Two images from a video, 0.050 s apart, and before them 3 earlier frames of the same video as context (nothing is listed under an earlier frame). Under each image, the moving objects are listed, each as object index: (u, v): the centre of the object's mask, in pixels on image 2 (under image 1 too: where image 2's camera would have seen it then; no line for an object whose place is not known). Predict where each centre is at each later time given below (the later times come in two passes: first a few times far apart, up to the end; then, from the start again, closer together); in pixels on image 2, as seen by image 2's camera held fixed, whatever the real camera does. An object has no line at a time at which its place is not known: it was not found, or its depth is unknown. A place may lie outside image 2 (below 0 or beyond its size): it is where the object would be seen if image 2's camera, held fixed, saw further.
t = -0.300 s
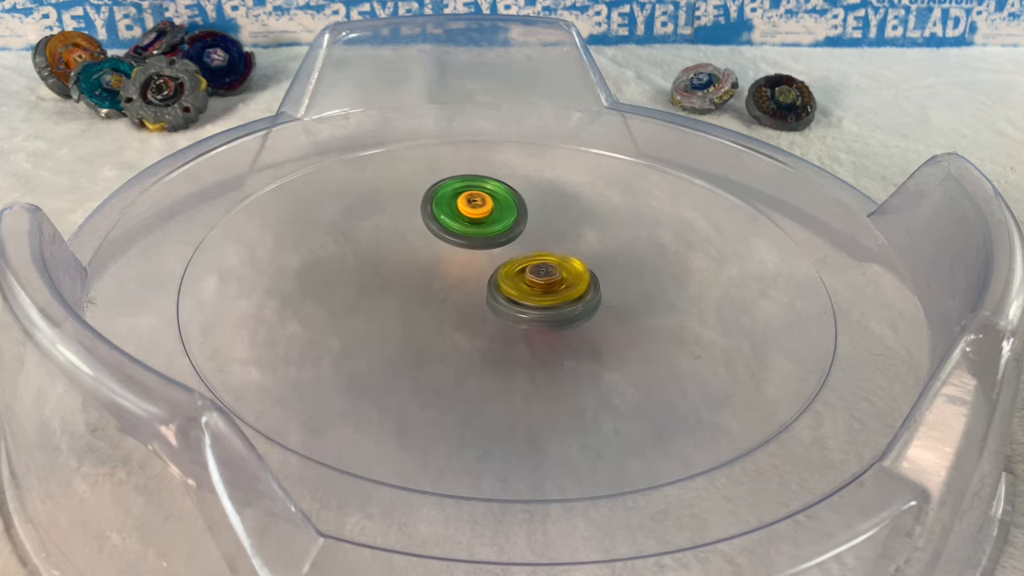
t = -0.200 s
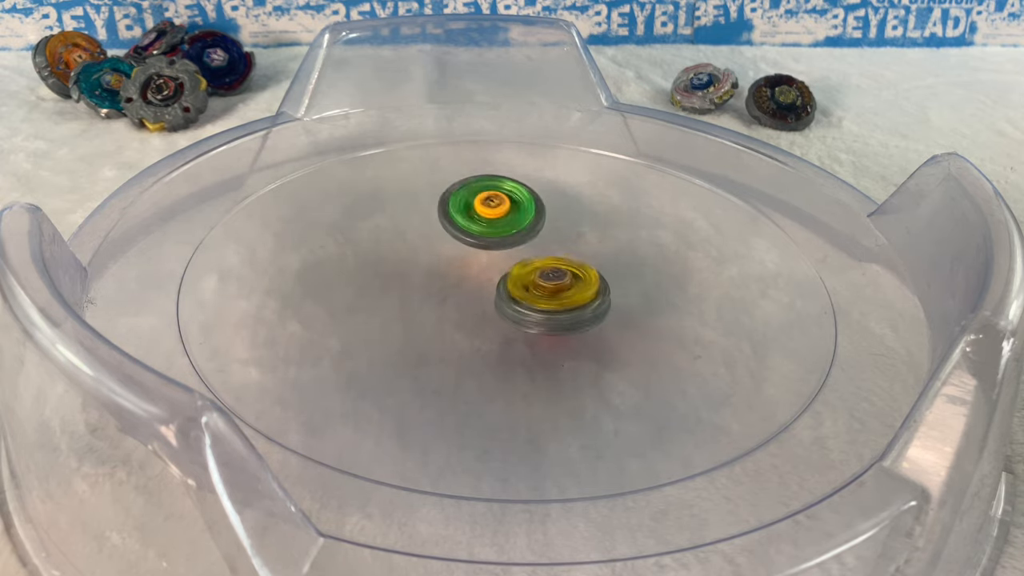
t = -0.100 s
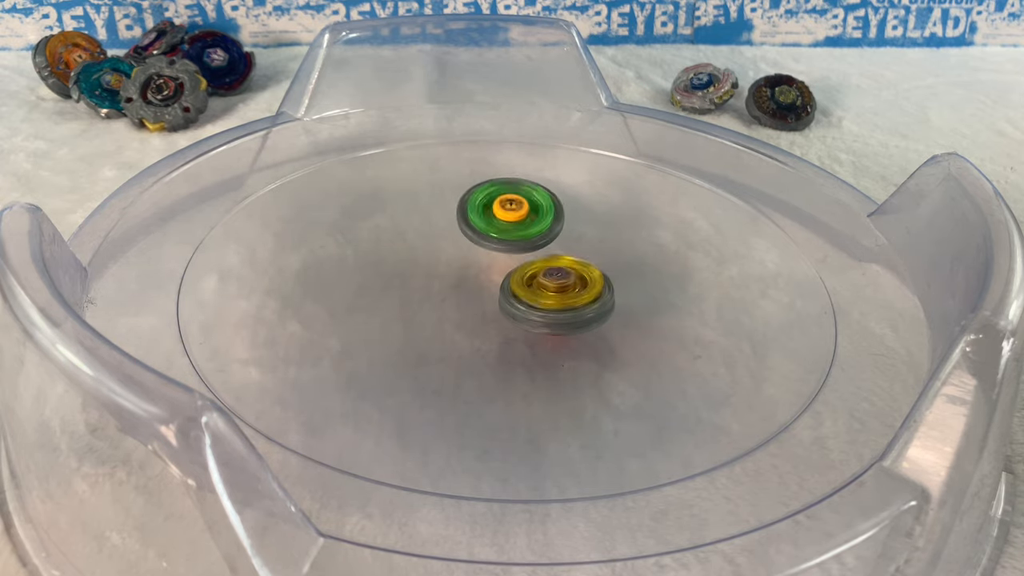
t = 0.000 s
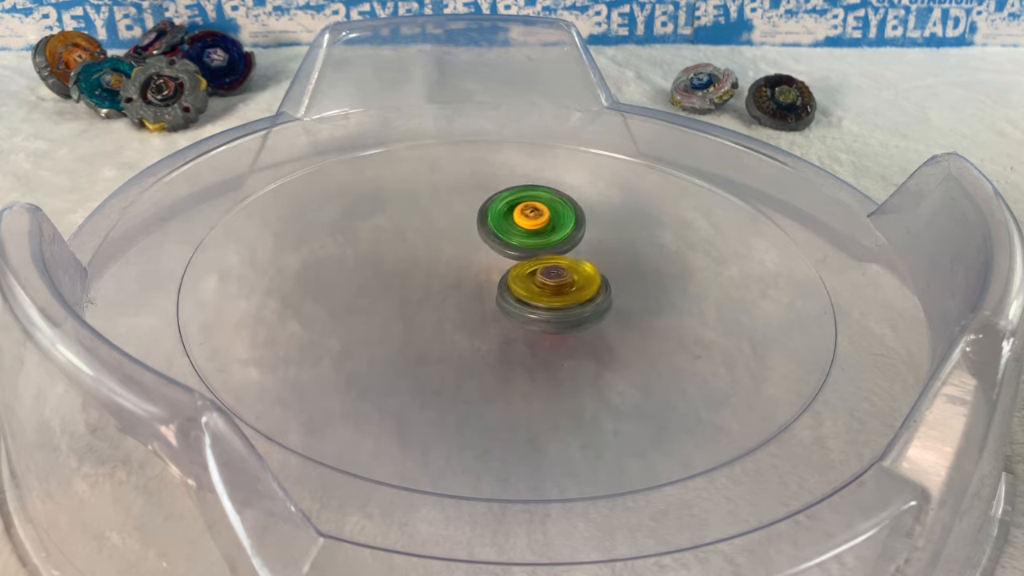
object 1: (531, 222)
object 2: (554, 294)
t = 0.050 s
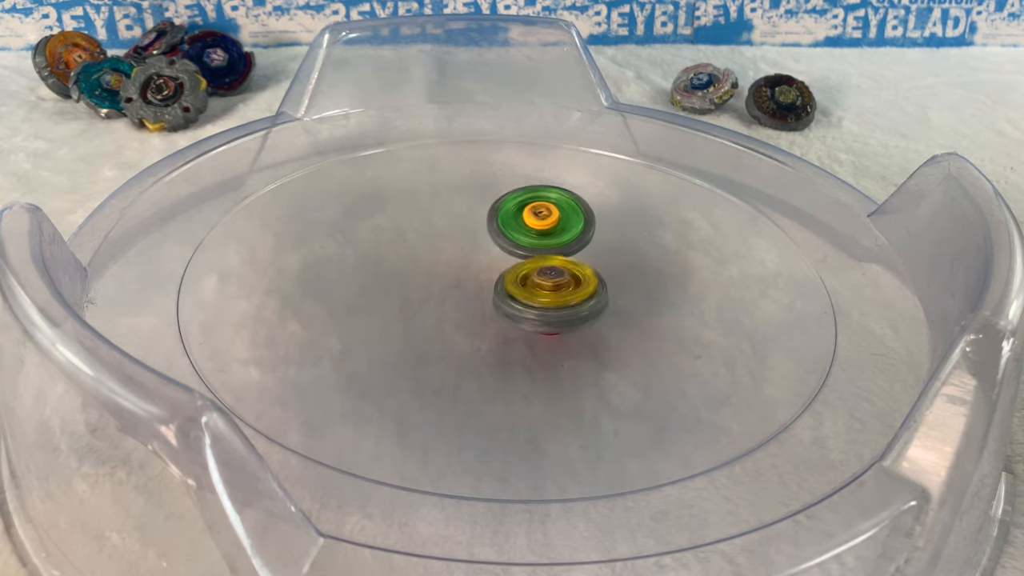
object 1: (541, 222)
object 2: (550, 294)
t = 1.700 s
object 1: (522, 324)
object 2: (500, 261)
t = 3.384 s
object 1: (496, 226)
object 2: (491, 302)
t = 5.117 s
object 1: (537, 321)
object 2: (511, 259)
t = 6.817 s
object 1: (459, 220)
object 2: (516, 304)
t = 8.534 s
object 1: (568, 323)
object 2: (494, 272)
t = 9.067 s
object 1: (462, 322)
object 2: (499, 263)
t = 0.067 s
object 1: (544, 222)
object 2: (549, 295)
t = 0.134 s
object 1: (558, 223)
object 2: (542, 297)
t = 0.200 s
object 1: (570, 225)
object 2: (533, 297)
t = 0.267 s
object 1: (580, 227)
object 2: (523, 299)
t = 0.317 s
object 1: (586, 228)
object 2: (515, 301)
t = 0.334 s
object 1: (588, 228)
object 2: (512, 302)
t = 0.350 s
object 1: (590, 229)
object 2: (510, 302)
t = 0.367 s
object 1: (591, 230)
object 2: (508, 303)
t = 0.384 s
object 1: (593, 231)
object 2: (505, 303)
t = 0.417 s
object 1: (595, 232)
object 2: (501, 304)
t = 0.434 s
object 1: (597, 233)
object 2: (500, 305)
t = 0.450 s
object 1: (598, 234)
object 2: (498, 305)
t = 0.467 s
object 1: (599, 235)
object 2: (496, 306)
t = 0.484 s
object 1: (600, 237)
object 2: (495, 306)
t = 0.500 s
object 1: (601, 238)
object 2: (493, 307)
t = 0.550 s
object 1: (604, 242)
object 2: (491, 309)
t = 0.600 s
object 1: (606, 248)
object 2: (490, 310)
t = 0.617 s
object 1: (607, 249)
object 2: (490, 310)
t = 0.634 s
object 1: (608, 251)
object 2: (491, 310)
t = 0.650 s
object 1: (608, 254)
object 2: (491, 310)
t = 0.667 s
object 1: (608, 256)
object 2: (492, 310)
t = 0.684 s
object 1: (608, 257)
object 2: (492, 309)
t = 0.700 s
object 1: (608, 260)
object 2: (492, 309)
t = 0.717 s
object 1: (608, 262)
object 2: (493, 309)
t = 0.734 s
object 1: (608, 264)
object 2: (493, 307)
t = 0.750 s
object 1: (608, 266)
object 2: (494, 307)
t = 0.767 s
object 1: (608, 268)
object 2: (493, 306)
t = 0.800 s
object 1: (608, 273)
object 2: (493, 303)
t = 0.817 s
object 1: (608, 275)
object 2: (492, 302)
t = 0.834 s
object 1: (608, 278)
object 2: (492, 301)
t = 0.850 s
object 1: (610, 280)
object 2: (490, 300)
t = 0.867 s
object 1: (612, 282)
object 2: (489, 299)
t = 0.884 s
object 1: (613, 284)
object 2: (487, 297)
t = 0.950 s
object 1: (616, 293)
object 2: (481, 292)
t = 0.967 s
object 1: (616, 295)
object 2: (478, 290)
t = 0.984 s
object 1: (617, 297)
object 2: (477, 289)
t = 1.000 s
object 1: (617, 299)
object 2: (475, 288)
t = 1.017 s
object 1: (617, 301)
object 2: (474, 287)
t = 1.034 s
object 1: (617, 303)
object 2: (472, 285)
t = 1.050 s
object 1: (617, 304)
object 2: (470, 285)
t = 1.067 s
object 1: (616, 306)
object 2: (469, 283)
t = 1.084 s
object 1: (616, 308)
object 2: (468, 283)
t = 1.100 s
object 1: (616, 309)
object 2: (467, 282)
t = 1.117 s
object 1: (616, 310)
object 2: (466, 281)
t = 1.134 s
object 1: (615, 311)
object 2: (465, 280)
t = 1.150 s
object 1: (615, 312)
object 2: (463, 279)
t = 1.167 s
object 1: (614, 313)
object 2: (463, 278)
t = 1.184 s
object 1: (614, 314)
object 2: (462, 278)
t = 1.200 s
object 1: (613, 315)
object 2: (460, 278)
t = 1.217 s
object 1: (612, 316)
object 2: (460, 277)
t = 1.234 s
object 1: (611, 317)
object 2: (459, 277)
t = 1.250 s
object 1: (610, 318)
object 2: (459, 277)
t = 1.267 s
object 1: (608, 318)
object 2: (459, 277)
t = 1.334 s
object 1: (602, 320)
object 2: (460, 276)
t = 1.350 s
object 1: (600, 321)
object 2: (461, 277)
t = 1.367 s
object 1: (598, 321)
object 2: (461, 277)
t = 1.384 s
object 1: (596, 322)
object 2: (463, 277)
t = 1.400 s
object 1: (593, 322)
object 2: (464, 276)
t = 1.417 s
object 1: (590, 323)
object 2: (466, 276)
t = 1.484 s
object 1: (577, 324)
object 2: (473, 275)
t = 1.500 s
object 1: (573, 324)
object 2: (475, 275)
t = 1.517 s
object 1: (571, 325)
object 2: (477, 275)
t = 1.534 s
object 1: (566, 325)
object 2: (479, 273)
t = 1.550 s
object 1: (562, 325)
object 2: (481, 273)
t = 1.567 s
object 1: (558, 325)
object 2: (483, 272)
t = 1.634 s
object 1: (540, 324)
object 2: (491, 267)
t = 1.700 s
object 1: (522, 324)
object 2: (500, 261)
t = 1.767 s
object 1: (502, 324)
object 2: (508, 258)
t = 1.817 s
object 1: (486, 323)
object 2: (511, 256)
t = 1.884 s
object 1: (471, 321)
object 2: (512, 254)
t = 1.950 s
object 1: (455, 319)
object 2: (513, 253)
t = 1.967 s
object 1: (451, 318)
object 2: (513, 253)
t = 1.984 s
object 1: (448, 318)
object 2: (513, 253)
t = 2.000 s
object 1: (444, 317)
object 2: (513, 252)
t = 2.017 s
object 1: (442, 316)
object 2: (513, 253)
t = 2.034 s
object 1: (439, 316)
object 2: (514, 254)
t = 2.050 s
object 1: (437, 315)
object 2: (514, 254)
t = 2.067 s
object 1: (434, 315)
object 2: (514, 255)
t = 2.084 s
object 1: (432, 313)
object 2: (514, 255)
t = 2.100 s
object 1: (430, 313)
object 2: (515, 256)
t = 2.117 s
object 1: (429, 311)
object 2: (516, 258)
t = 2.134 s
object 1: (427, 310)
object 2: (516, 259)
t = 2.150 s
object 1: (425, 309)
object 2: (518, 259)
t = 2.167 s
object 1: (422, 307)
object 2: (519, 260)
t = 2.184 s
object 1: (422, 306)
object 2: (520, 262)
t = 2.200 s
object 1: (421, 305)
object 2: (522, 263)
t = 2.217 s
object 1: (419, 304)
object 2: (524, 264)
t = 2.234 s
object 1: (418, 303)
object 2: (526, 265)
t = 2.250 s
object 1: (417, 301)
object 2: (528, 266)
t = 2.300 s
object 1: (415, 297)
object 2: (533, 270)
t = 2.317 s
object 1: (414, 296)
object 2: (535, 270)
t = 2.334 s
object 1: (413, 295)
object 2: (536, 271)
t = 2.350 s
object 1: (413, 293)
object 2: (538, 273)
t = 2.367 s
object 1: (412, 291)
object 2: (540, 274)
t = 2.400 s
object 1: (412, 289)
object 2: (543, 276)
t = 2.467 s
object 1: (411, 282)
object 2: (548, 279)
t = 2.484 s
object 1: (411, 281)
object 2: (550, 279)
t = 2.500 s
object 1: (410, 279)
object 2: (551, 279)
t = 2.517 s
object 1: (410, 277)
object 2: (551, 280)
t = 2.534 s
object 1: (411, 276)
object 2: (552, 281)
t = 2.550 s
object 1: (411, 274)
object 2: (553, 281)
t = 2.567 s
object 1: (411, 273)
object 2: (554, 282)
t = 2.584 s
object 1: (411, 271)
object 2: (554, 282)
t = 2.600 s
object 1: (412, 270)
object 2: (554, 283)
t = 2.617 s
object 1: (413, 268)
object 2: (555, 284)
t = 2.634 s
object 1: (413, 267)
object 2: (556, 284)
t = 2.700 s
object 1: (417, 260)
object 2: (556, 287)
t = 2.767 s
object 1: (422, 254)
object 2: (558, 291)
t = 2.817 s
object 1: (425, 250)
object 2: (559, 293)
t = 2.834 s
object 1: (426, 248)
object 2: (559, 293)
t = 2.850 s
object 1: (427, 247)
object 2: (559, 294)
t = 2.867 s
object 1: (429, 246)
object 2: (559, 294)
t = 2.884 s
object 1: (431, 245)
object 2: (559, 294)
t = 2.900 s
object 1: (433, 244)
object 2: (558, 294)
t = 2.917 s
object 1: (435, 243)
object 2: (558, 294)
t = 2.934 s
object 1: (437, 242)
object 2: (557, 294)
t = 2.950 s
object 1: (438, 241)
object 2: (556, 294)
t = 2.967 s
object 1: (440, 239)
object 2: (554, 294)
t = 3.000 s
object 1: (444, 237)
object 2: (552, 294)
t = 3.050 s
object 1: (451, 235)
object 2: (546, 295)
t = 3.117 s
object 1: (460, 232)
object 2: (537, 295)
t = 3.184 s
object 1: (470, 229)
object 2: (524, 297)
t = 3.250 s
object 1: (479, 227)
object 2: (513, 298)
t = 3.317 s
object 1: (487, 226)
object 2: (500, 300)
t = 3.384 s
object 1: (496, 226)
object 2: (491, 302)
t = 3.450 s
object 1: (504, 226)
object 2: (484, 304)
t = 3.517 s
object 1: (513, 227)
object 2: (481, 306)
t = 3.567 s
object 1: (521, 229)
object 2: (480, 306)
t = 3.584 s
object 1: (523, 229)
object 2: (480, 306)
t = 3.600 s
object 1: (526, 230)
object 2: (480, 307)
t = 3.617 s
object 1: (528, 231)
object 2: (480, 306)
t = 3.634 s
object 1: (530, 231)
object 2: (481, 306)
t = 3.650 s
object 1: (532, 232)
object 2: (481, 306)
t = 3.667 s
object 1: (535, 233)
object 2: (481, 305)
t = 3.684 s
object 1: (537, 234)
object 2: (481, 305)
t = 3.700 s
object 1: (539, 235)
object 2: (482, 305)
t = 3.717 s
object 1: (541, 235)
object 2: (482, 304)
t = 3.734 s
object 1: (543, 236)
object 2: (483, 303)
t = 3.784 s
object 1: (550, 239)
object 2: (485, 301)
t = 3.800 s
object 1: (552, 240)
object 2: (486, 299)
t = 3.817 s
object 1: (555, 241)
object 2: (486, 298)
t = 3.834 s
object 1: (559, 241)
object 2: (485, 297)
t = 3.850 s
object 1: (562, 242)
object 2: (484, 296)
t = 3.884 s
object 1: (567, 244)
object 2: (482, 294)
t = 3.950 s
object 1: (576, 248)
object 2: (482, 289)
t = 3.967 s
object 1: (578, 249)
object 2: (481, 288)
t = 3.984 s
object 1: (580, 250)
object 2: (480, 287)
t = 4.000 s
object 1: (581, 251)
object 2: (480, 286)
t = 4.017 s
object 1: (583, 252)
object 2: (480, 285)
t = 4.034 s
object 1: (585, 252)
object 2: (480, 284)
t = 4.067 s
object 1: (588, 254)
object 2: (478, 281)
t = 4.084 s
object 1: (590, 255)
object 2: (478, 281)
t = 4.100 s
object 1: (592, 256)
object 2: (477, 279)
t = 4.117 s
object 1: (593, 257)
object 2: (477, 278)
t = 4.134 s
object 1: (594, 258)
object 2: (476, 278)
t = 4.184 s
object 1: (597, 262)
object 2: (475, 276)
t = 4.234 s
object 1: (600, 266)
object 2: (475, 274)
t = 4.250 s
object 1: (602, 269)
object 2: (475, 274)
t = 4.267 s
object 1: (604, 271)
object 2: (475, 273)
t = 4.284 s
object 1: (605, 273)
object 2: (475, 273)
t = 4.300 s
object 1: (606, 274)
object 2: (475, 273)
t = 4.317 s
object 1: (608, 275)
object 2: (475, 273)
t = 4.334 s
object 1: (608, 276)
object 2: (476, 272)
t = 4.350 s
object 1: (609, 277)
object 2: (476, 272)
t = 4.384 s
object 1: (610, 279)
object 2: (477, 272)
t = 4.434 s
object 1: (610, 281)
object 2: (480, 271)
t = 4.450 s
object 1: (610, 282)
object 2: (481, 271)
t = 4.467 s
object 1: (610, 283)
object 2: (482, 271)
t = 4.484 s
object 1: (610, 283)
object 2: (484, 270)
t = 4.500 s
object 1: (609, 284)
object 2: (485, 270)
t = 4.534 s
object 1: (608, 286)
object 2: (488, 270)
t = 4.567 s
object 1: (607, 288)
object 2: (491, 268)
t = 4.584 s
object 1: (606, 288)
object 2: (493, 269)
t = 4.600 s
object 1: (605, 289)
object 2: (494, 269)
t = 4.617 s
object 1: (604, 290)
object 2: (495, 268)
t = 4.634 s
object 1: (602, 291)
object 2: (496, 267)
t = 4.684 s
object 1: (600, 295)
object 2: (499, 265)
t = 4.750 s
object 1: (594, 299)
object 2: (502, 263)
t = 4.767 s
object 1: (593, 301)
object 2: (502, 263)
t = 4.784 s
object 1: (591, 303)
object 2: (503, 262)
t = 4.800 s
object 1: (589, 304)
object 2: (503, 261)
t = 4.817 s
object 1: (586, 305)
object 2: (504, 261)
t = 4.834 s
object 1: (584, 306)
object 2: (504, 260)
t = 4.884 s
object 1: (577, 309)
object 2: (506, 259)
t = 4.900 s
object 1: (574, 310)
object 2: (506, 259)
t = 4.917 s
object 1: (571, 311)
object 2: (505, 258)
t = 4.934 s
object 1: (569, 312)
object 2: (505, 258)
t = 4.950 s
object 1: (567, 313)
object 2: (504, 259)
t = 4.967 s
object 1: (564, 313)
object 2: (505, 259)
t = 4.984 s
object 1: (561, 314)
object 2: (505, 259)
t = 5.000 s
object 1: (559, 314)
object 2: (506, 259)
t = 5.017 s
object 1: (555, 314)
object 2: (507, 258)
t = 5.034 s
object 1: (553, 315)
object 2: (507, 258)
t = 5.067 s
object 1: (547, 316)
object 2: (509, 259)
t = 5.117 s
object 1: (537, 321)
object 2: (511, 259)
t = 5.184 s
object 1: (524, 324)
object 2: (514, 260)
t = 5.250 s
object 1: (512, 325)
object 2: (516, 261)
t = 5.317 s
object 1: (501, 325)
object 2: (520, 264)
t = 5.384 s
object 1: (491, 325)
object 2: (524, 266)
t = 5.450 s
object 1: (481, 323)
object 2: (530, 270)
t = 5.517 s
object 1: (467, 322)
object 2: (535, 272)
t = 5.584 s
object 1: (456, 319)
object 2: (538, 274)
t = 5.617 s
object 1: (450, 317)
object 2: (540, 276)
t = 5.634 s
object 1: (449, 316)
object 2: (540, 276)
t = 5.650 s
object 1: (446, 316)
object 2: (540, 276)
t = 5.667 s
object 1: (444, 315)
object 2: (541, 277)
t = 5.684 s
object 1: (443, 313)
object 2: (541, 277)
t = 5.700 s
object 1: (441, 313)
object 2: (542, 276)
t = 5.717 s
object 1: (439, 311)
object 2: (543, 278)
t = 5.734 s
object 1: (438, 310)
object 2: (543, 278)
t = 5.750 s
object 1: (437, 309)
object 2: (544, 278)
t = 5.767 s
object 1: (436, 307)
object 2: (545, 278)
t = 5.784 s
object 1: (434, 306)
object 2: (544, 279)
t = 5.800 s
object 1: (434, 305)
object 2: (545, 278)
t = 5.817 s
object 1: (432, 303)
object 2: (545, 279)
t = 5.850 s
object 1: (430, 299)
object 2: (544, 279)
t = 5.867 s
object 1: (430, 298)
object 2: (543, 280)
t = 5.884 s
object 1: (429, 296)
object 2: (542, 280)
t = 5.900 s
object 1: (428, 295)
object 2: (541, 281)
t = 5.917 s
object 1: (427, 292)
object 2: (540, 282)
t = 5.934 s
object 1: (426, 290)
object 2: (540, 283)
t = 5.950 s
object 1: (426, 288)
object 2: (541, 283)
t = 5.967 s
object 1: (425, 286)
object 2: (541, 285)
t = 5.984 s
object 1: (423, 284)
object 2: (542, 286)
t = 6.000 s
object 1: (421, 282)
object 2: (543, 286)
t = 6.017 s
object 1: (419, 280)
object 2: (544, 287)
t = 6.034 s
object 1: (418, 277)
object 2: (545, 288)
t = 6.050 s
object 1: (417, 275)
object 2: (547, 287)
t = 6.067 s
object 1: (416, 273)
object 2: (547, 288)
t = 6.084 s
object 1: (416, 271)
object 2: (548, 289)
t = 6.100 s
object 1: (415, 269)
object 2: (549, 287)
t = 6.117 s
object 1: (414, 267)
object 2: (550, 288)
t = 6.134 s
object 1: (414, 265)
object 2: (550, 288)
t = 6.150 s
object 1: (413, 263)
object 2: (550, 287)
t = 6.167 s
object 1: (413, 261)
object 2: (549, 287)
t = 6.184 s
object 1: (413, 260)
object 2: (548, 287)
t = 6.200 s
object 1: (413, 258)
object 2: (548, 286)
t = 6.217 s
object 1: (413, 256)
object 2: (547, 286)
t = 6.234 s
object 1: (413, 254)
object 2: (545, 286)
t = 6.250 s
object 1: (413, 253)
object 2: (544, 285)
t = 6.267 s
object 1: (414, 251)
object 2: (542, 286)
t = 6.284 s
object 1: (414, 250)
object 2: (540, 286)
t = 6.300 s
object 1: (415, 249)
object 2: (539, 286)
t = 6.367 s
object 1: (418, 243)
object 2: (531, 286)
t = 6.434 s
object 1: (423, 240)
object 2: (522, 288)
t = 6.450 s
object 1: (425, 239)
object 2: (520, 289)
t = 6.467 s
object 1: (427, 238)
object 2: (518, 289)
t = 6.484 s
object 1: (428, 236)
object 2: (517, 291)
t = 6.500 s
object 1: (427, 234)
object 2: (516, 292)
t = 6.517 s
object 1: (427, 232)
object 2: (514, 294)
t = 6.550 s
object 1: (430, 229)
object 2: (513, 295)
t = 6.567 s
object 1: (432, 227)
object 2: (513, 297)
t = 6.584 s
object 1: (433, 226)
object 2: (512, 298)
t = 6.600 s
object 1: (435, 225)
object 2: (512, 299)
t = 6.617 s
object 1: (436, 224)
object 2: (512, 300)
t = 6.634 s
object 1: (438, 223)
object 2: (512, 300)
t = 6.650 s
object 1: (440, 222)
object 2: (512, 302)
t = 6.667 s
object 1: (441, 222)
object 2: (512, 302)
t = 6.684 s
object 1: (442, 222)
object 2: (513, 303)
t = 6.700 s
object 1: (444, 221)
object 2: (513, 303)
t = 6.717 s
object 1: (445, 221)
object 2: (514, 304)
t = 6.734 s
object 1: (447, 221)
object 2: (514, 304)
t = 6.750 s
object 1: (449, 220)
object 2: (515, 304)
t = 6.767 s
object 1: (451, 220)
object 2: (515, 304)
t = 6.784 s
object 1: (453, 220)
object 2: (515, 304)
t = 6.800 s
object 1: (456, 220)
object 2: (515, 304)
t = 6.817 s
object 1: (459, 220)
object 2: (516, 304)
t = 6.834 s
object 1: (461, 220)
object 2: (516, 304)
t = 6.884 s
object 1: (471, 221)
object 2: (516, 302)
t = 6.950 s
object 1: (485, 222)
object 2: (513, 298)
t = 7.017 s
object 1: (501, 223)
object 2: (507, 296)
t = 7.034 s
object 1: (505, 223)
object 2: (507, 295)
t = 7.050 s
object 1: (509, 222)
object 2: (504, 294)
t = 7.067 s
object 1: (514, 222)
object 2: (503, 295)
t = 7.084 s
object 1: (518, 222)
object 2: (501, 294)
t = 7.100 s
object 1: (522, 222)
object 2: (499, 294)
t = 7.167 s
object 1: (539, 222)
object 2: (492, 293)
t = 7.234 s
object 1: (554, 223)
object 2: (487, 293)
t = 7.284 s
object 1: (563, 224)
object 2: (485, 294)
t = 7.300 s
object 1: (566, 225)
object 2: (485, 293)
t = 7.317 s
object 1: (569, 226)
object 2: (484, 294)
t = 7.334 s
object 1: (571, 226)
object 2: (483, 293)
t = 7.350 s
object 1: (574, 226)
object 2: (484, 293)
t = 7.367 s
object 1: (576, 227)
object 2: (484, 293)
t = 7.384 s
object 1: (578, 228)
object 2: (484, 293)
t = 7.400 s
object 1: (581, 229)
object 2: (484, 293)
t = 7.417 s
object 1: (582, 230)
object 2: (485, 292)
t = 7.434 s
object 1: (584, 230)
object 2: (485, 292)
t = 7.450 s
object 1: (586, 231)
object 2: (485, 290)
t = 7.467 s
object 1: (587, 232)
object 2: (486, 291)
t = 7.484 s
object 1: (588, 234)
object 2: (487, 290)
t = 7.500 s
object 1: (589, 235)
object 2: (488, 290)
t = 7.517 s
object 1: (591, 236)
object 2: (488, 289)
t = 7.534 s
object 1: (592, 237)
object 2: (489, 288)
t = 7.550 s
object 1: (593, 238)
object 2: (490, 288)
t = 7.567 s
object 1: (594, 240)
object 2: (490, 287)
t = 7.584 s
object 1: (595, 242)
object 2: (491, 287)
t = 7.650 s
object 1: (599, 249)
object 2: (493, 283)
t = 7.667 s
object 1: (600, 251)
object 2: (494, 283)
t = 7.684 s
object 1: (602, 253)
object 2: (495, 282)
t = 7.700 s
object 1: (604, 255)
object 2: (495, 282)
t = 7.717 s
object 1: (606, 256)
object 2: (495, 282)
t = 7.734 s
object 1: (608, 258)
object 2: (495, 281)
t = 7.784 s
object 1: (610, 263)
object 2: (494, 279)
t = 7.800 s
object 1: (611, 264)
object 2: (493, 278)
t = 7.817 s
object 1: (612, 266)
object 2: (491, 277)
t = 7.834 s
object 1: (613, 268)
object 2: (491, 276)
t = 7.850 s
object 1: (614, 270)
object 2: (489, 276)
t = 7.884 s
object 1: (615, 273)
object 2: (488, 275)
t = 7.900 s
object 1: (615, 275)
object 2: (487, 275)
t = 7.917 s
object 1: (616, 277)
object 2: (487, 275)
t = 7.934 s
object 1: (616, 279)
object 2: (486, 275)
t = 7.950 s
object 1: (617, 280)
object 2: (486, 275)
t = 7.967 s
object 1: (616, 282)
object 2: (486, 275)
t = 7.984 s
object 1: (617, 284)
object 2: (486, 275)
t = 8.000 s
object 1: (616, 286)
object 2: (486, 275)
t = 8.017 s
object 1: (616, 287)
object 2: (486, 275)
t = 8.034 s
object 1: (616, 288)
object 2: (487, 276)
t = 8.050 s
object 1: (615, 290)
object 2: (488, 276)
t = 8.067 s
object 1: (614, 291)
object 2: (488, 277)
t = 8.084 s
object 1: (613, 293)
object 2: (489, 277)
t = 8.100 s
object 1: (612, 294)
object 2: (490, 277)
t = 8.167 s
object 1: (608, 299)
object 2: (494, 277)
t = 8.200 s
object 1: (605, 302)
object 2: (495, 277)
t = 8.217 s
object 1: (603, 303)
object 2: (496, 277)
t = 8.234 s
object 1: (600, 304)
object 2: (497, 277)
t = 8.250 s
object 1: (600, 306)
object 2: (497, 277)
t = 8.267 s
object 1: (600, 308)
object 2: (497, 276)
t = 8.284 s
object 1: (600, 309)
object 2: (497, 275)
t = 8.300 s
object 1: (598, 311)
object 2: (497, 275)
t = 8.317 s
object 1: (596, 312)
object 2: (497, 275)
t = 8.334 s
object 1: (595, 313)
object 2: (497, 274)
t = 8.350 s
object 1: (592, 314)
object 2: (496, 273)
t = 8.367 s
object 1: (590, 316)
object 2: (496, 273)
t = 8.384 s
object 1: (589, 317)
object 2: (496, 273)
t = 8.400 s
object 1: (587, 318)
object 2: (495, 272)
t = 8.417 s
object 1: (586, 318)
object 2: (495, 272)
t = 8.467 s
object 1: (578, 321)
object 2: (495, 272)
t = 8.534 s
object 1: (568, 323)
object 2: (494, 272)
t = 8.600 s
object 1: (556, 325)
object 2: (496, 272)
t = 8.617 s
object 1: (552, 326)
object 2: (495, 271)
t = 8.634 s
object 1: (551, 326)
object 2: (495, 271)
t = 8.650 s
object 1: (546, 327)
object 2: (496, 270)
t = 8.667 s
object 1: (543, 327)
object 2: (495, 270)
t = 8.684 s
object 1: (539, 327)
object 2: (495, 269)
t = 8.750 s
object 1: (526, 329)
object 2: (497, 269)
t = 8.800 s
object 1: (516, 331)
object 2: (497, 266)
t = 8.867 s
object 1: (501, 330)
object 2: (497, 264)
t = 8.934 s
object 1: (486, 328)
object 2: (497, 263)
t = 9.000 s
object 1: (473, 326)
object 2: (497, 263)
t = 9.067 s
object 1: (462, 322)
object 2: (499, 263)
